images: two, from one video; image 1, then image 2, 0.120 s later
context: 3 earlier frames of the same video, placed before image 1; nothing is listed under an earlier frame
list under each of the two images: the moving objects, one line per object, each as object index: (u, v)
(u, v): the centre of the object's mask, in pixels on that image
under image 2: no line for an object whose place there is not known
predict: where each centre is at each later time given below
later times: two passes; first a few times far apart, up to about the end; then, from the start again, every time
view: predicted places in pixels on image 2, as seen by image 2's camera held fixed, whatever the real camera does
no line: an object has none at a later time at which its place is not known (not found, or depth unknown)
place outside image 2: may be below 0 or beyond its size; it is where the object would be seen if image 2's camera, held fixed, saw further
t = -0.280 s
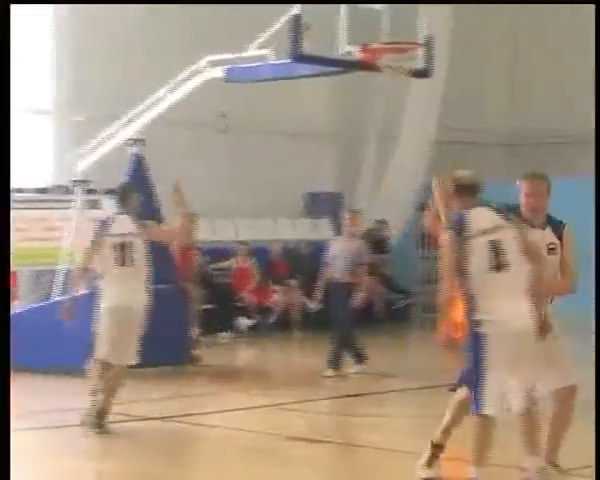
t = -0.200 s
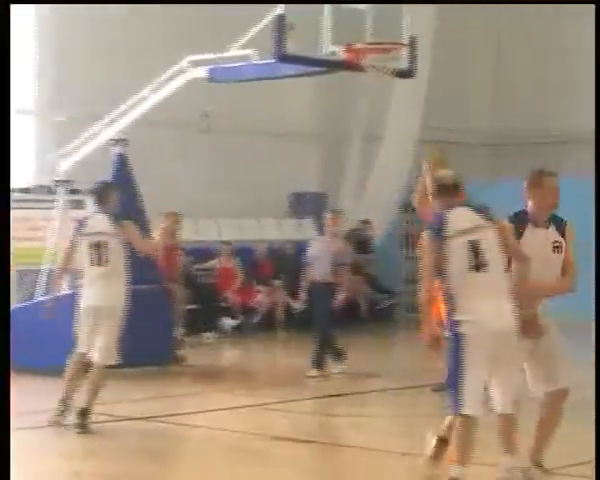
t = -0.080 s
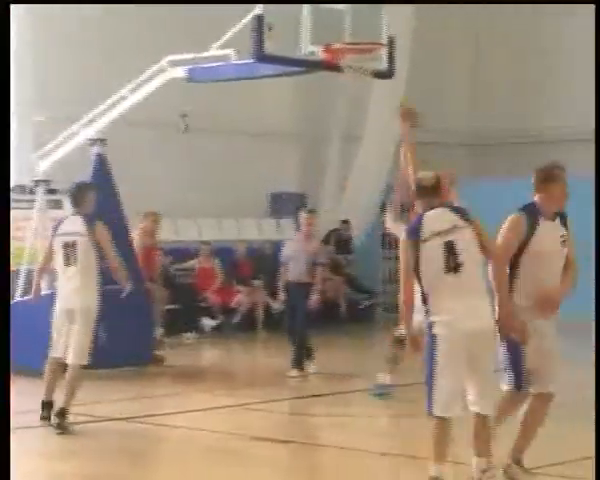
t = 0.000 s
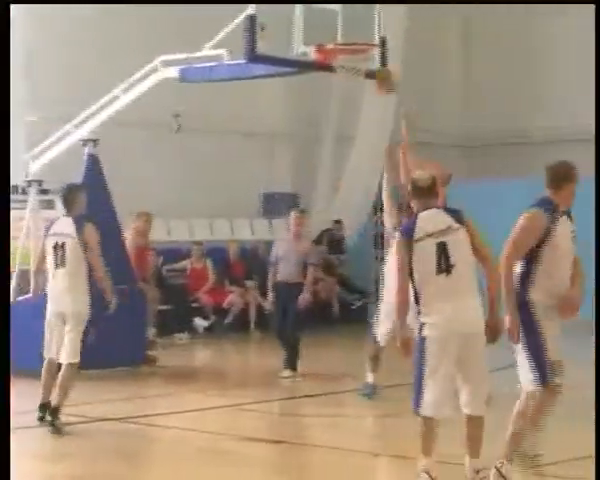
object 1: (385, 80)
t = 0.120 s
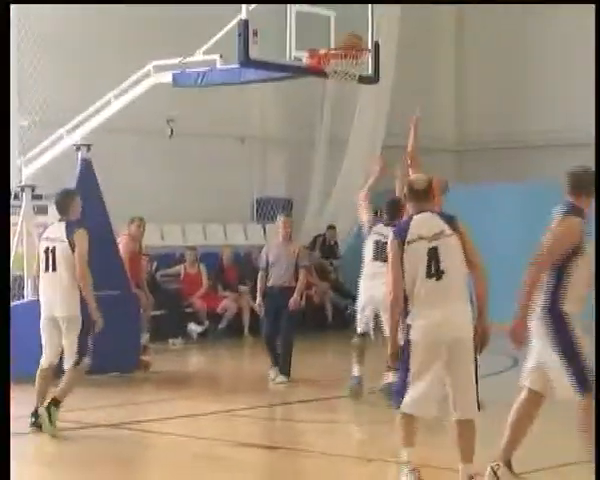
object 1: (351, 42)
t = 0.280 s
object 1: (348, 30)
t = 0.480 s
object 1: (357, 45)
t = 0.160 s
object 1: (347, 37)
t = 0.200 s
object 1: (346, 34)
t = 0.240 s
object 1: (348, 31)
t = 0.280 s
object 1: (348, 30)
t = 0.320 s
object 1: (351, 30)
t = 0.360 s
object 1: (353, 31)
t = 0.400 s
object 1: (351, 37)
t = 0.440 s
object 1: (353, 41)
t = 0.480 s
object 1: (357, 45)
